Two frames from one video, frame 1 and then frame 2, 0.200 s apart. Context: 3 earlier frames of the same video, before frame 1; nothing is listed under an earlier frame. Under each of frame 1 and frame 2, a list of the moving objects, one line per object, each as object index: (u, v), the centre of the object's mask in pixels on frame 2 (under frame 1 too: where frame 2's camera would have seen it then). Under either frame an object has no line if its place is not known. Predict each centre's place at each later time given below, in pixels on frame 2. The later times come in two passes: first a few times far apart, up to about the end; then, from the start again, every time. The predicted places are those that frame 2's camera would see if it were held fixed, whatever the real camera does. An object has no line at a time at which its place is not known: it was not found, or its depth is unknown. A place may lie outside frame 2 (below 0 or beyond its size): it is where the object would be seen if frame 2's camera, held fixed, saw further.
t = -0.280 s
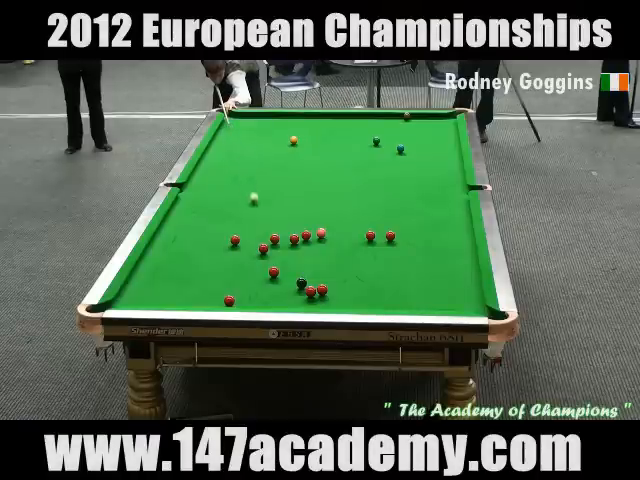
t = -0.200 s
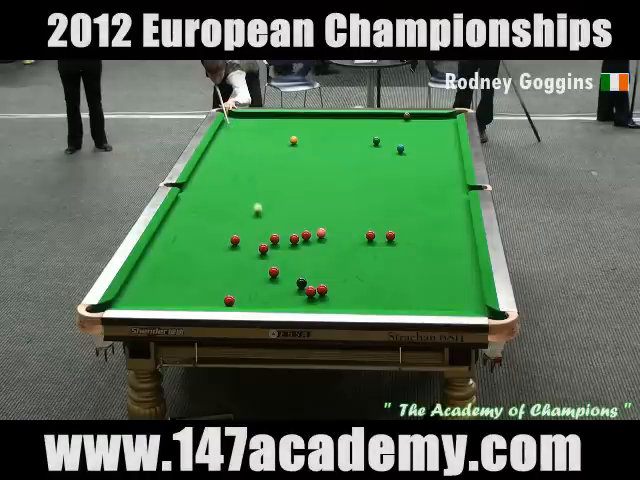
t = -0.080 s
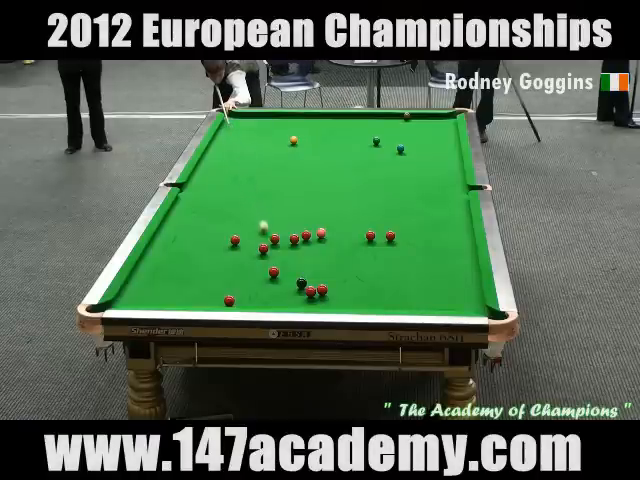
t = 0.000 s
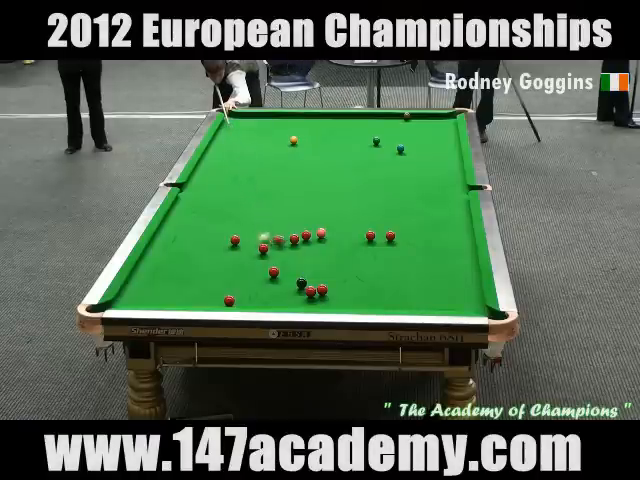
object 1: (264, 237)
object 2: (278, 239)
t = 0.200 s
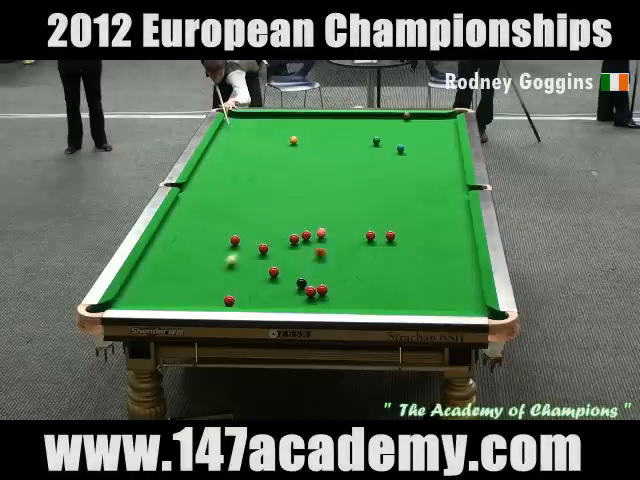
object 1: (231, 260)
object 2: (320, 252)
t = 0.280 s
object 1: (220, 270)
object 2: (334, 256)
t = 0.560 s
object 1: (177, 302)
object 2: (382, 270)
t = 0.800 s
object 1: (166, 280)
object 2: (425, 282)
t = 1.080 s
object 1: (153, 258)
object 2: (477, 297)
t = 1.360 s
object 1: (164, 240)
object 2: (447, 306)
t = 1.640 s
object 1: (186, 225)
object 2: (418, 305)
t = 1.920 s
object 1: (205, 211)
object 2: (392, 301)
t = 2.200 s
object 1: (222, 198)
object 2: (368, 296)
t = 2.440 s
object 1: (235, 189)
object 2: (348, 290)
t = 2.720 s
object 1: (249, 178)
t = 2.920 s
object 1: (259, 172)
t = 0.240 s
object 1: (226, 265)
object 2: (327, 254)
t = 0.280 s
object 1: (220, 270)
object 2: (334, 256)
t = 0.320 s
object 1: (214, 275)
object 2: (341, 258)
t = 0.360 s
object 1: (208, 280)
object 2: (347, 260)
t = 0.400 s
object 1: (202, 285)
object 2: (354, 262)
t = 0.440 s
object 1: (196, 291)
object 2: (361, 264)
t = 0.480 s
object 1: (189, 296)
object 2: (368, 266)
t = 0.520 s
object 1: (183, 299)
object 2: (375, 268)
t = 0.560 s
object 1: (177, 302)
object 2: (382, 270)
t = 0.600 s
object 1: (175, 299)
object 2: (389, 272)
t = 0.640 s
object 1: (173, 296)
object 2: (396, 274)
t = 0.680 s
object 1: (172, 291)
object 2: (403, 276)
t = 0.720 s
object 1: (170, 287)
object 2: (410, 278)
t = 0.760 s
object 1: (168, 284)
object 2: (417, 280)
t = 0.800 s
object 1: (166, 280)
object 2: (425, 282)
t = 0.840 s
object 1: (164, 277)
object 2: (432, 284)
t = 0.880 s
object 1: (162, 274)
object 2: (439, 287)
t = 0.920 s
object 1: (160, 270)
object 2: (446, 289)
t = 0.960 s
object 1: (158, 267)
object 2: (454, 291)
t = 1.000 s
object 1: (156, 264)
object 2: (461, 293)
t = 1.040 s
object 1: (154, 261)
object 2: (469, 295)
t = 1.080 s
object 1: (153, 258)
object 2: (477, 297)
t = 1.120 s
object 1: (151, 255)
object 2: (475, 298)
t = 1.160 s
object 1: (149, 252)
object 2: (469, 300)
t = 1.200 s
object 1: (150, 249)
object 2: (464, 302)
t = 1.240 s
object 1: (154, 247)
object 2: (460, 303)
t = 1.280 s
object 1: (157, 245)
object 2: (455, 304)
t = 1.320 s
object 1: (161, 242)
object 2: (451, 305)
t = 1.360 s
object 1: (164, 240)
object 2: (447, 306)
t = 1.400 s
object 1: (167, 238)
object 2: (443, 307)
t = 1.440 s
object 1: (171, 235)
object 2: (439, 307)
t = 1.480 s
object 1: (174, 233)
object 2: (434, 307)
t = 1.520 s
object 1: (177, 231)
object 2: (430, 307)
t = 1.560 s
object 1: (180, 229)
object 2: (426, 306)
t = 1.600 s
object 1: (183, 227)
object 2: (422, 306)
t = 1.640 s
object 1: (186, 225)
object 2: (418, 305)
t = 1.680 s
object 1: (188, 223)
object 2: (414, 304)
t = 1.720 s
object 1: (191, 221)
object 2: (410, 304)
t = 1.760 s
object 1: (194, 219)
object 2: (407, 303)
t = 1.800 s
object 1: (197, 217)
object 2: (403, 302)
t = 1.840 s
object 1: (199, 215)
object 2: (399, 302)
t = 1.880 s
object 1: (202, 213)
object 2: (396, 301)
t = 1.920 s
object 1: (205, 211)
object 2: (392, 301)
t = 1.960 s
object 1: (207, 209)
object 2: (389, 300)
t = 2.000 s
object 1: (210, 208)
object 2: (385, 300)
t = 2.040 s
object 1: (212, 206)
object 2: (381, 299)
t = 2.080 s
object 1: (215, 204)
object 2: (378, 299)
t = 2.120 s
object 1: (217, 202)
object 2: (374, 298)
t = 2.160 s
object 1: (220, 200)
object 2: (371, 297)
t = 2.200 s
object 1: (222, 198)
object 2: (368, 296)
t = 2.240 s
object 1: (224, 197)
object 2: (365, 293)
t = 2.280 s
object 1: (227, 195)
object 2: (361, 293)
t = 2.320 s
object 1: (229, 193)
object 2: (358, 292)
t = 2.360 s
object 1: (231, 192)
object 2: (355, 291)
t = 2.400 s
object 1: (233, 191)
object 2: (352, 291)
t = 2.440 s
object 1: (235, 189)
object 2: (348, 290)
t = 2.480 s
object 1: (237, 187)
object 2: (345, 289)
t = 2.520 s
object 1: (239, 186)
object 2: (342, 288)
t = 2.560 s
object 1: (241, 185)
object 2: (339, 288)
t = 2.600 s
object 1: (244, 183)
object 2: (336, 287)
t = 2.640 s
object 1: (246, 181)
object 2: (333, 286)
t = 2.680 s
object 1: (247, 180)
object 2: (331, 285)
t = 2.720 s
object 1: (249, 178)
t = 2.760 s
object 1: (251, 177)
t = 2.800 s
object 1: (253, 176)
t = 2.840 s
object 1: (255, 175)
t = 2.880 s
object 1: (257, 173)
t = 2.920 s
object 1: (259, 172)
